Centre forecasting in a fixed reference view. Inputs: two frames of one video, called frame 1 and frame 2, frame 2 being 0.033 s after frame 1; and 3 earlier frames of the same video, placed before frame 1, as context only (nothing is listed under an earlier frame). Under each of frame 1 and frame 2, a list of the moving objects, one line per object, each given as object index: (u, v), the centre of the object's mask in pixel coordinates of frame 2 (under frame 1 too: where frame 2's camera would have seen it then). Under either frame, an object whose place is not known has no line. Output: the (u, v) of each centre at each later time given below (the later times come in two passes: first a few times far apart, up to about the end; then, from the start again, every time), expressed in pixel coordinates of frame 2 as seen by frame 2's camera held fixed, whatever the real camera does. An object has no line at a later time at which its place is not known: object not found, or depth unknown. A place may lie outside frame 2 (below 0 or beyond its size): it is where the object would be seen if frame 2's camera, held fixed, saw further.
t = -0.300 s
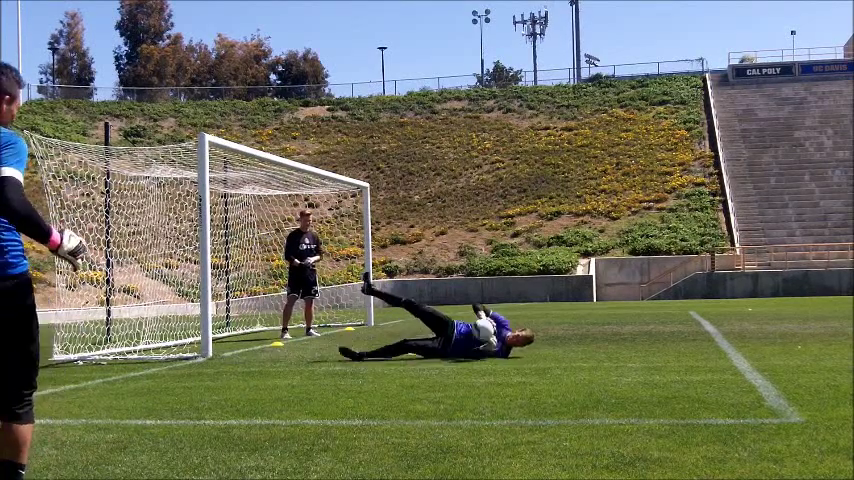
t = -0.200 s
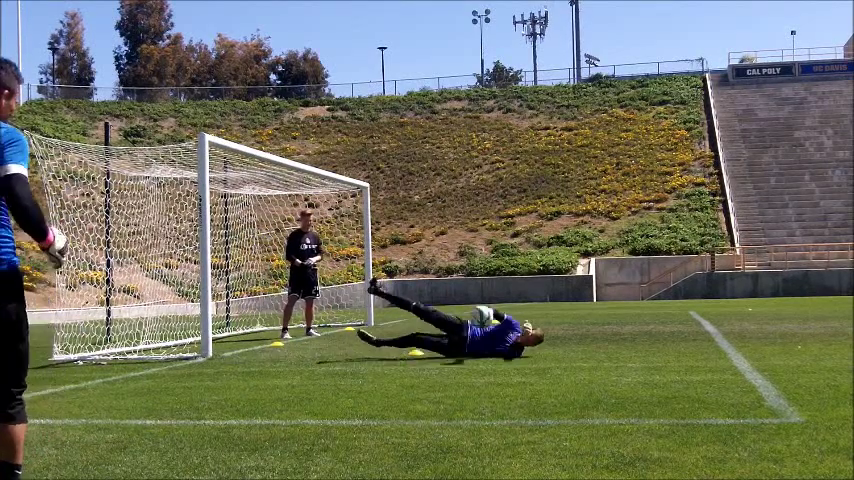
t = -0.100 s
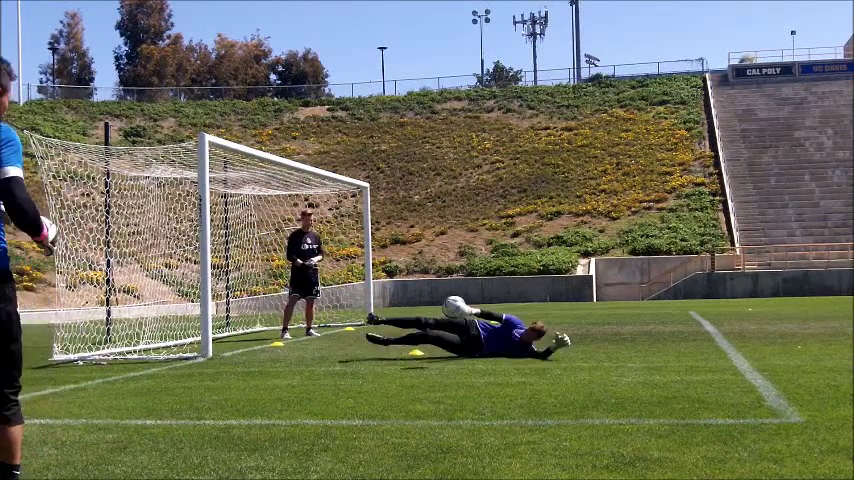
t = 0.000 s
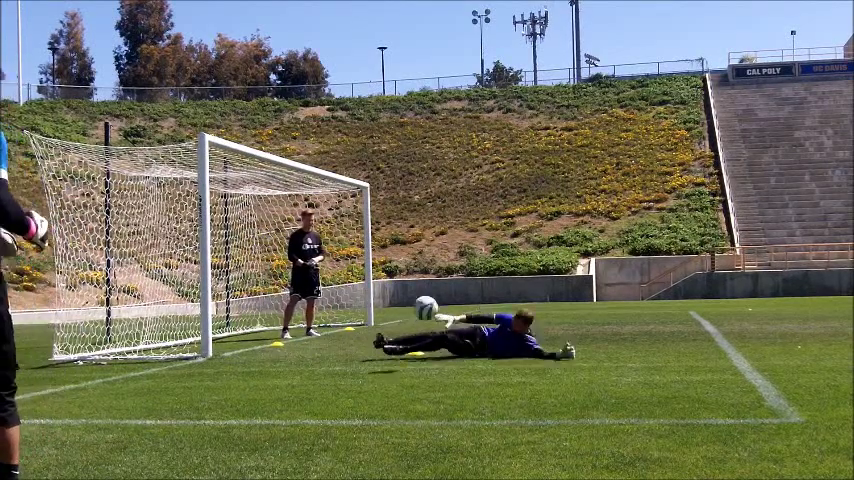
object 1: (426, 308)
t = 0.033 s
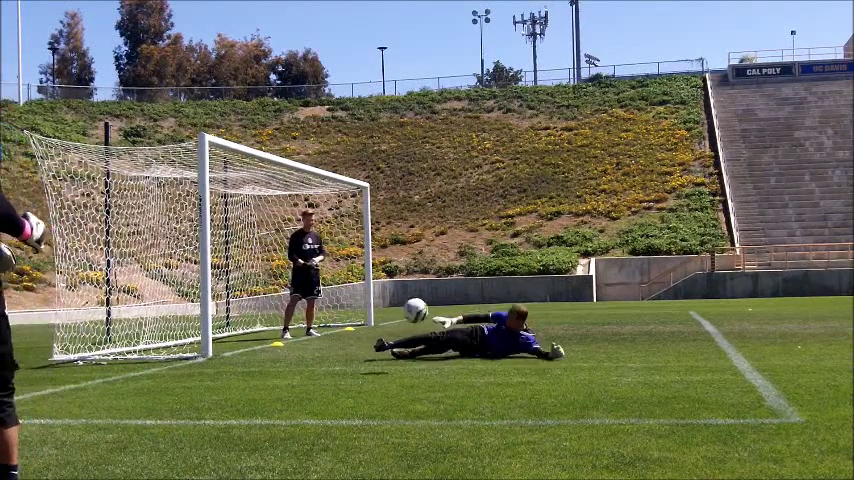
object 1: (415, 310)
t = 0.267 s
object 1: (339, 368)
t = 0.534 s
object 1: (279, 366)
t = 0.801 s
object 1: (214, 383)
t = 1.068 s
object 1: (146, 389)
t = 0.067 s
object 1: (405, 314)
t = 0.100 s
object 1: (394, 319)
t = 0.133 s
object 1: (384, 324)
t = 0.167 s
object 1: (373, 333)
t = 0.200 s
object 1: (362, 343)
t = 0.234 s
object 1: (350, 355)
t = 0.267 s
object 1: (339, 368)
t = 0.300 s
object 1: (330, 371)
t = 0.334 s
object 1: (324, 366)
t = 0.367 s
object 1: (316, 363)
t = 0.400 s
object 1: (309, 361)
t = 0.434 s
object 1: (301, 360)
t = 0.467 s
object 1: (294, 361)
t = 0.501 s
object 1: (287, 363)
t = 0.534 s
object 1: (279, 366)
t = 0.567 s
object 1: (271, 372)
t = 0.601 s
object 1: (264, 377)
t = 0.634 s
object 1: (256, 379)
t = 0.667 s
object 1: (248, 378)
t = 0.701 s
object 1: (240, 378)
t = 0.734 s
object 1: (232, 379)
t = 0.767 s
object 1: (223, 382)
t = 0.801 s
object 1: (214, 383)
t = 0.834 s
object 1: (206, 383)
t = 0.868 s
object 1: (198, 384)
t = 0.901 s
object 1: (189, 385)
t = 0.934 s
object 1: (180, 386)
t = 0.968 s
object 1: (172, 388)
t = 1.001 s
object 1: (163, 388)
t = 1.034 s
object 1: (155, 388)
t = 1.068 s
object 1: (146, 389)
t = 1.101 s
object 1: (138, 390)
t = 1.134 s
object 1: (129, 391)
